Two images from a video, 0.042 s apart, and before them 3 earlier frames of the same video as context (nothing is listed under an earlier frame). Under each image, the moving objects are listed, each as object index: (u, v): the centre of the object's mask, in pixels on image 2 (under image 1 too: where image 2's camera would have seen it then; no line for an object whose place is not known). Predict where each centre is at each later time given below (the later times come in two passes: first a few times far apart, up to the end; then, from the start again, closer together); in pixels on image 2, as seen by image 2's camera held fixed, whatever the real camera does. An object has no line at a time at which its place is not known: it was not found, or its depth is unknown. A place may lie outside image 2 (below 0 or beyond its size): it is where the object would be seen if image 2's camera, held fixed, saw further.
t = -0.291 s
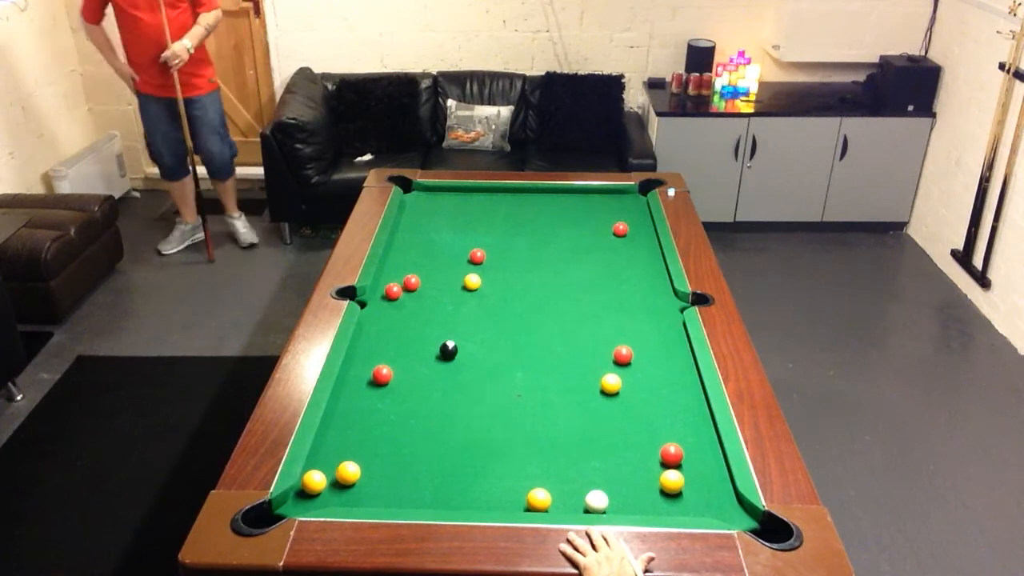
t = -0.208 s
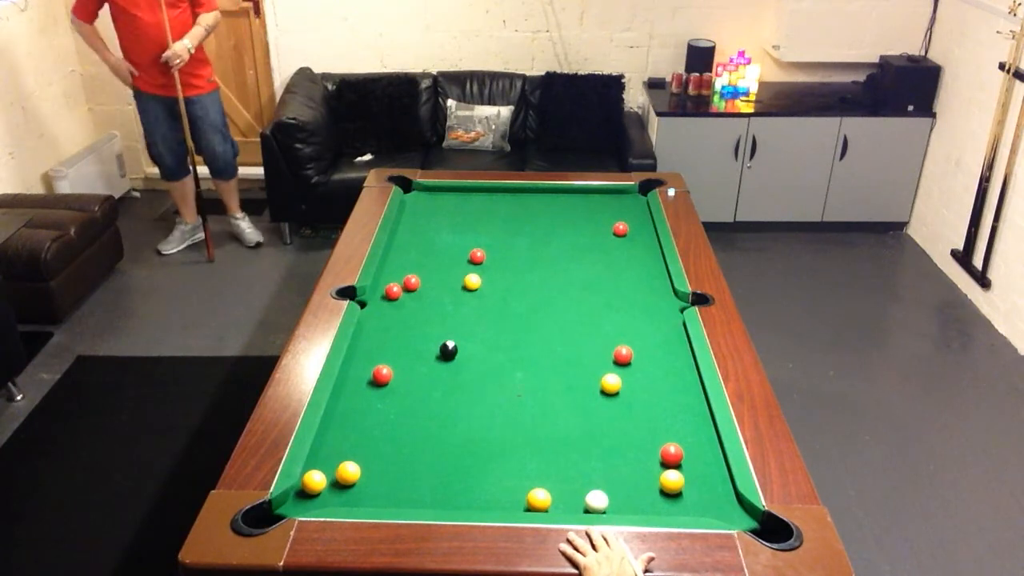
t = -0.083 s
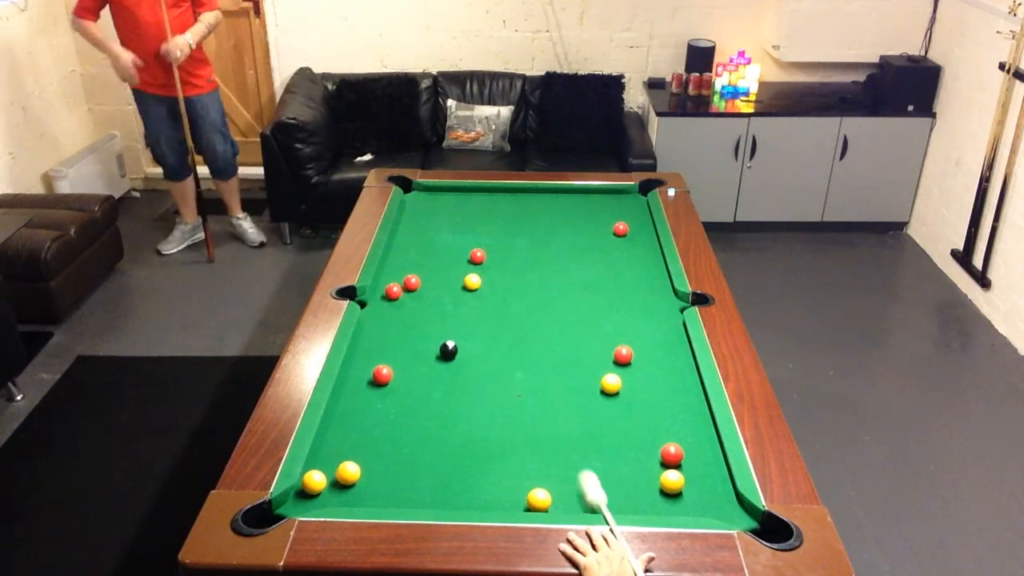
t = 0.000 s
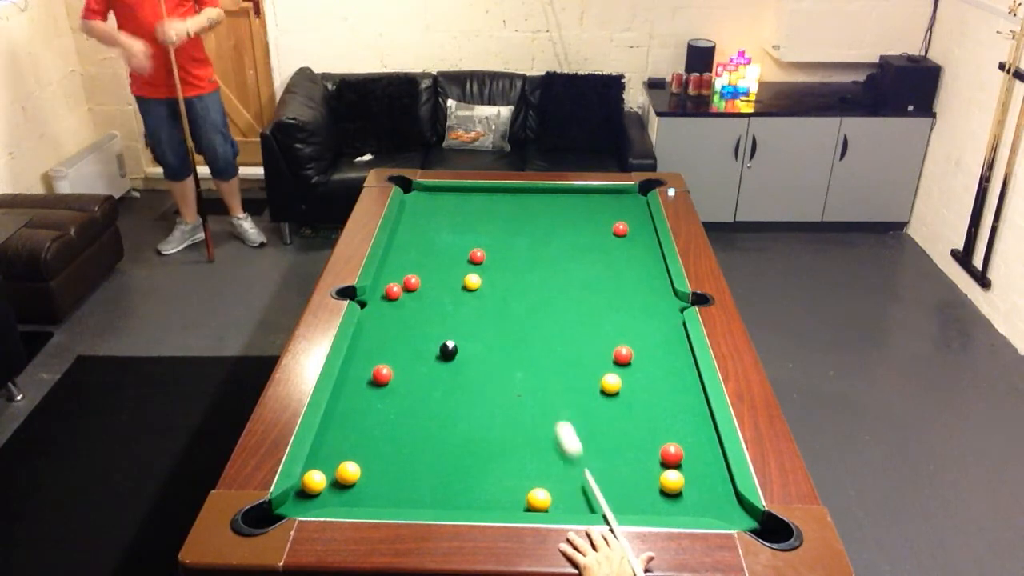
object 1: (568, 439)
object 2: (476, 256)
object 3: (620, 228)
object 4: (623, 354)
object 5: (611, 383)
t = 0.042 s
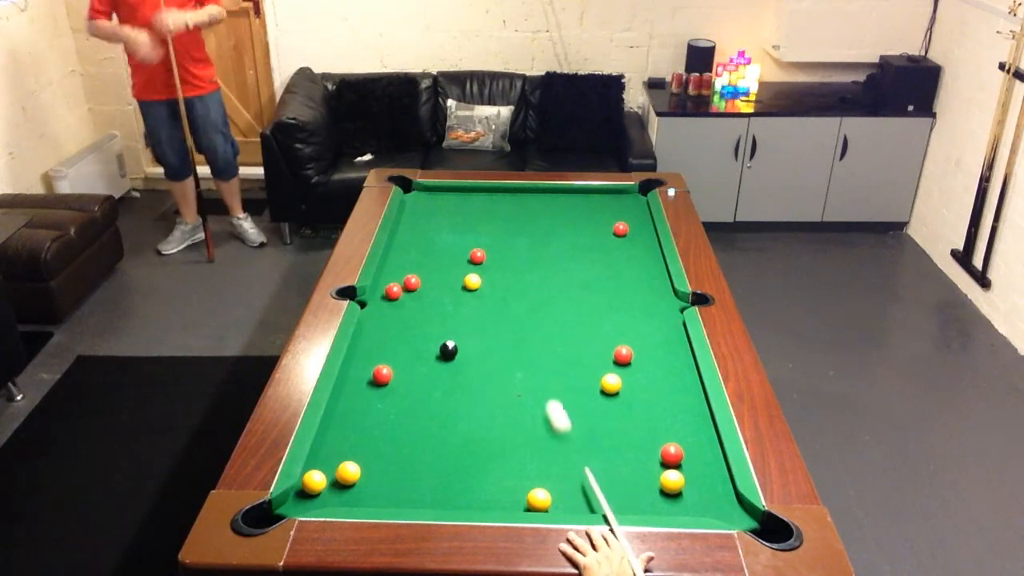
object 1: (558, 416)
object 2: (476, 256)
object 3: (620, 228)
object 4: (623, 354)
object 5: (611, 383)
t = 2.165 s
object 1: (607, 215)
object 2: (491, 246)
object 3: (620, 228)
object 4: (623, 354)
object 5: (611, 383)
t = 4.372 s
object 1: (628, 227)
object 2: (603, 365)
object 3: (639, 266)
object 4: (643, 360)
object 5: (611, 383)
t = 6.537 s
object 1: (628, 227)
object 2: (595, 378)
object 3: (642, 271)
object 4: (683, 371)
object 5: (619, 396)
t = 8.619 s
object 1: (628, 227)
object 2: (595, 378)
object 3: (642, 271)
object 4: (683, 371)
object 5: (620, 396)
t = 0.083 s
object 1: (548, 396)
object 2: (476, 256)
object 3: (620, 228)
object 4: (623, 354)
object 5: (611, 383)
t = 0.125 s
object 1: (539, 376)
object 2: (476, 256)
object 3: (620, 228)
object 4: (623, 355)
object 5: (611, 383)
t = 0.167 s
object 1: (530, 358)
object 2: (476, 256)
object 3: (620, 228)
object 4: (623, 354)
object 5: (611, 383)
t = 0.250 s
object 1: (515, 326)
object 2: (476, 256)
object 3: (620, 228)
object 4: (622, 354)
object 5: (611, 383)
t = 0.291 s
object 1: (508, 311)
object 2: (476, 256)
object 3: (620, 228)
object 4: (622, 354)
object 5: (611, 383)
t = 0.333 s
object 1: (502, 298)
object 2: (476, 256)
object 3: (620, 228)
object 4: (623, 354)
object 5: (611, 383)
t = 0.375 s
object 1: (496, 285)
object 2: (476, 256)
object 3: (620, 228)
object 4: (623, 354)
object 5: (611, 383)
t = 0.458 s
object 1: (487, 262)
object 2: (474, 253)
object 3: (620, 228)
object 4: (622, 354)
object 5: (611, 383)
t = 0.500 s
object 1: (492, 260)
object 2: (467, 247)
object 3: (620, 228)
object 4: (622, 354)
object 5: (611, 383)
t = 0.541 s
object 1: (499, 258)
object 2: (458, 241)
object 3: (620, 228)
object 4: (622, 354)
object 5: (611, 383)
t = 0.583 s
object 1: (504, 256)
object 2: (450, 234)
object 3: (620, 228)
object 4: (623, 355)
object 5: (611, 383)
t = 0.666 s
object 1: (513, 250)
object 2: (436, 224)
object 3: (620, 228)
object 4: (622, 355)
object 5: (611, 383)
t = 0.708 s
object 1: (517, 247)
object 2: (430, 219)
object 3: (620, 228)
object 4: (623, 354)
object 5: (611, 383)
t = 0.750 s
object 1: (521, 243)
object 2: (424, 215)
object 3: (620, 228)
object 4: (623, 355)
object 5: (611, 383)
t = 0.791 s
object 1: (524, 240)
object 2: (419, 211)
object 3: (620, 228)
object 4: (623, 354)
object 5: (611, 383)
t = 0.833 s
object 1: (528, 237)
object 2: (414, 206)
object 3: (620, 228)
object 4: (623, 354)
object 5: (611, 383)
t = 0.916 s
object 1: (535, 231)
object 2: (410, 199)
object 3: (620, 228)
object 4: (623, 354)
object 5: (611, 383)
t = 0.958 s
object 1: (538, 228)
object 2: (416, 196)
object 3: (620, 228)
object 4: (623, 354)
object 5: (611, 383)
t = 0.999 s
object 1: (541, 225)
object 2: (421, 193)
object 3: (620, 228)
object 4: (623, 355)
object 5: (611, 383)
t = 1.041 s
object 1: (544, 222)
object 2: (425, 190)
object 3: (620, 228)
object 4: (623, 355)
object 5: (611, 383)
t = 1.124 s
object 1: (550, 216)
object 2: (430, 192)
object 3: (620, 228)
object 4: (623, 354)
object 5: (611, 383)
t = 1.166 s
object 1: (553, 214)
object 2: (433, 194)
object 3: (620, 228)
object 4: (623, 354)
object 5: (611, 383)
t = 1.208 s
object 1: (556, 211)
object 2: (435, 196)
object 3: (620, 228)
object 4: (623, 354)
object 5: (611, 383)
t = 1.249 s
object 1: (559, 209)
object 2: (437, 198)
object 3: (620, 228)
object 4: (623, 354)
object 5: (611, 383)
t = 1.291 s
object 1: (561, 206)
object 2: (440, 200)
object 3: (620, 228)
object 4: (623, 354)
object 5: (611, 383)
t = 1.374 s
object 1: (567, 201)
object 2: (444, 204)
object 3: (620, 228)
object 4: (623, 354)
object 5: (611, 383)
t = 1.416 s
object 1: (569, 199)
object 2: (447, 206)
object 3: (620, 228)
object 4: (623, 354)
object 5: (611, 383)
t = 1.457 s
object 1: (572, 196)
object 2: (449, 208)
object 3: (620, 228)
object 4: (622, 354)
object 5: (611, 383)
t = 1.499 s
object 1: (574, 194)
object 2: (452, 210)
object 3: (620, 228)
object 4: (623, 354)
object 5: (611, 383)
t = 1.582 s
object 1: (579, 192)
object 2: (457, 215)
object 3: (620, 228)
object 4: (623, 354)
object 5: (611, 383)
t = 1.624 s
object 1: (581, 193)
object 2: (459, 217)
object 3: (620, 228)
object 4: (623, 354)
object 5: (611, 383)
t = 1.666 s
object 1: (583, 195)
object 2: (461, 219)
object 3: (620, 228)
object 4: (623, 354)
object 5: (611, 383)
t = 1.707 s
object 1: (585, 197)
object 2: (464, 221)
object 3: (620, 228)
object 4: (623, 354)
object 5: (611, 383)
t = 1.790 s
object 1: (589, 200)
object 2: (469, 225)
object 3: (620, 228)
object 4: (622, 354)
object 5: (611, 383)
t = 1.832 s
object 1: (591, 202)
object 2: (471, 228)
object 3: (620, 228)
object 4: (623, 355)
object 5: (611, 383)
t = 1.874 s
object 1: (593, 203)
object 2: (474, 230)
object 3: (620, 228)
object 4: (623, 354)
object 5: (611, 383)
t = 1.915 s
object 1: (595, 205)
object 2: (476, 232)
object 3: (620, 228)
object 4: (623, 355)
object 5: (611, 383)
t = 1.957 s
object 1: (597, 207)
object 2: (479, 234)
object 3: (620, 228)
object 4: (623, 354)
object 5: (611, 383)
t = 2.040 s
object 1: (601, 210)
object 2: (484, 239)
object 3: (620, 228)
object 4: (623, 354)
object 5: (611, 383)
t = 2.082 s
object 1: (603, 212)
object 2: (486, 241)
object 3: (620, 228)
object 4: (623, 354)
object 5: (611, 383)
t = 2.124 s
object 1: (605, 214)
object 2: (489, 243)
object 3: (620, 228)
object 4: (623, 354)
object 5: (611, 383)
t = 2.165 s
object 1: (607, 215)
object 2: (491, 246)
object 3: (620, 228)
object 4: (623, 354)
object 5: (611, 383)
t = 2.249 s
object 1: (611, 218)
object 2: (496, 250)
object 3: (620, 228)
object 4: (623, 354)
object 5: (611, 383)
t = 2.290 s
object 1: (612, 220)
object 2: (499, 252)
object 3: (621, 229)
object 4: (623, 354)
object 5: (611, 383)
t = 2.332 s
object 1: (614, 221)
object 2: (501, 255)
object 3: (621, 229)
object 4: (623, 354)
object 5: (611, 383)
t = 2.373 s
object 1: (616, 222)
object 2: (504, 257)
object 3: (621, 229)
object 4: (623, 354)
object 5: (611, 383)
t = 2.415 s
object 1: (617, 222)
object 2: (506, 259)
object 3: (621, 230)
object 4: (623, 354)
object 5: (611, 383)
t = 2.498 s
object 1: (619, 223)
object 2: (512, 264)
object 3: (623, 232)
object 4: (623, 354)
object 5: (611, 383)
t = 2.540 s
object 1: (620, 223)
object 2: (514, 266)
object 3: (623, 233)
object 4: (623, 355)
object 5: (611, 383)
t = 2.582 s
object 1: (621, 224)
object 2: (517, 268)
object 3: (624, 234)
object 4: (623, 354)
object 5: (611, 383)
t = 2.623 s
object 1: (621, 224)
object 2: (520, 271)
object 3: (625, 235)
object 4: (623, 354)
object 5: (611, 383)
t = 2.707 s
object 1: (623, 225)
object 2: (525, 276)
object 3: (625, 237)
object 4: (623, 354)
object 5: (611, 383)
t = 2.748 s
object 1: (623, 225)
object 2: (527, 278)
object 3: (626, 238)
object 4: (623, 354)
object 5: (611, 383)
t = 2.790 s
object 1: (624, 225)
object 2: (530, 280)
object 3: (627, 239)
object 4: (623, 354)
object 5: (611, 383)
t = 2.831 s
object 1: (625, 226)
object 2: (532, 283)
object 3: (627, 240)
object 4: (623, 354)
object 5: (611, 383)
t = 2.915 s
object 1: (626, 226)
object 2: (537, 288)
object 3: (628, 241)
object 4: (623, 354)
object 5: (611, 383)
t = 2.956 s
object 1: (626, 226)
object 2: (540, 290)
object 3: (628, 242)
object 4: (623, 354)
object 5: (611, 383)
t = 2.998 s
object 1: (626, 226)
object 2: (543, 292)
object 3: (629, 243)
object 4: (623, 354)
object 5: (611, 383)
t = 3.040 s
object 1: (627, 226)
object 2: (545, 295)
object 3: (629, 244)
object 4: (623, 354)
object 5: (611, 383)
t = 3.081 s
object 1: (627, 227)
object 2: (548, 297)
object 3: (630, 245)
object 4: (623, 354)
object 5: (611, 383)
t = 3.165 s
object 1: (628, 227)
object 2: (553, 302)
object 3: (631, 247)
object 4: (623, 354)
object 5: (611, 383)
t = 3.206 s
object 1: (628, 227)
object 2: (556, 305)
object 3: (631, 247)
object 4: (623, 354)
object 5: (611, 383)
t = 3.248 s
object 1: (628, 227)
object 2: (558, 307)
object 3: (631, 248)
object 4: (623, 354)
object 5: (611, 383)
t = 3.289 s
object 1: (628, 227)
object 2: (561, 309)
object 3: (632, 249)
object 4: (623, 354)
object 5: (611, 383)
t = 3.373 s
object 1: (628, 227)
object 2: (566, 314)
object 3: (633, 251)
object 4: (623, 354)
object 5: (611, 383)
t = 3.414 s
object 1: (628, 227)
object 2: (569, 317)
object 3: (633, 251)
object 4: (623, 354)
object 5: (611, 383)
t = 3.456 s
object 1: (628, 227)
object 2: (571, 319)
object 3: (633, 252)
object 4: (623, 354)
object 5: (611, 383)
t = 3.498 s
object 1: (628, 227)
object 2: (574, 322)
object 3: (634, 253)
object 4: (623, 354)
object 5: (611, 383)
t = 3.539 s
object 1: (628, 227)
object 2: (576, 324)
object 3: (634, 254)
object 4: (623, 354)
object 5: (611, 383)
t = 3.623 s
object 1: (628, 227)
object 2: (582, 329)
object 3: (635, 255)
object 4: (623, 354)
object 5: (611, 383)
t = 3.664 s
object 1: (628, 227)
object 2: (584, 331)
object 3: (635, 256)
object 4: (623, 354)
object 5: (611, 383)
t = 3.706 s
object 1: (628, 227)
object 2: (587, 334)
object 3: (636, 257)
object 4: (623, 355)
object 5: (611, 383)
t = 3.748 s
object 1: (628, 227)
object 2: (589, 336)
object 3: (636, 257)
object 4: (623, 355)
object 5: (611, 383)
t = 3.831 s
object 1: (628, 227)
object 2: (594, 341)
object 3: (637, 258)
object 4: (623, 355)
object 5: (611, 383)
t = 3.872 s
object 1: (628, 227)
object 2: (597, 344)
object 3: (637, 259)
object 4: (623, 355)
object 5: (611, 383)
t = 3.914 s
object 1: (628, 227)
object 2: (600, 346)
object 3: (637, 260)
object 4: (623, 355)
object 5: (611, 383)
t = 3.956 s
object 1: (628, 227)
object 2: (603, 349)
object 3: (637, 261)
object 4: (623, 355)
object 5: (611, 383)
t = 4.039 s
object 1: (628, 227)
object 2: (604, 352)
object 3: (638, 261)
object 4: (626, 356)
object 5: (611, 383)
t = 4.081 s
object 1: (628, 227)
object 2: (604, 354)
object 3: (638, 262)
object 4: (628, 356)
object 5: (611, 383)
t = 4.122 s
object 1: (628, 227)
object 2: (604, 356)
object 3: (638, 262)
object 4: (630, 357)
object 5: (611, 383)
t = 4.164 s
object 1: (628, 227)
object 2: (603, 358)
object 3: (638, 263)
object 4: (633, 357)
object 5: (611, 383)
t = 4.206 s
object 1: (628, 227)
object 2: (603, 359)
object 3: (638, 264)
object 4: (635, 358)
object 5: (611, 383)
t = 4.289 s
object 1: (628, 227)
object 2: (603, 362)
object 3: (639, 265)
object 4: (639, 359)
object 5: (611, 383)
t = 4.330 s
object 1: (628, 227)
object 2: (603, 364)
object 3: (639, 265)
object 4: (641, 359)
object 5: (611, 383)
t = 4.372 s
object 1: (628, 227)
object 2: (603, 365)
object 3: (639, 266)
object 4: (643, 360)
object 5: (611, 383)
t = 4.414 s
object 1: (628, 227)
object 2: (602, 367)
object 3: (639, 266)
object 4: (645, 361)
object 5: (611, 383)
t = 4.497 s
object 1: (628, 227)
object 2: (602, 369)
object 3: (639, 267)
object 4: (649, 362)
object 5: (611, 383)
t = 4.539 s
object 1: (628, 227)
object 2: (601, 370)
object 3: (639, 267)
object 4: (651, 362)
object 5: (611, 383)
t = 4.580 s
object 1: (628, 227)
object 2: (601, 371)
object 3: (639, 268)
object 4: (652, 363)
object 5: (611, 383)
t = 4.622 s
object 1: (628, 227)
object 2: (601, 372)
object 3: (639, 268)
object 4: (654, 363)
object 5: (611, 384)
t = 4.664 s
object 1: (628, 227)
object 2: (600, 373)
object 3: (640, 268)
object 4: (656, 363)
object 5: (612, 385)
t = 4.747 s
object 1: (628, 227)
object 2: (599, 374)
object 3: (640, 269)
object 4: (659, 364)
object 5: (613, 386)
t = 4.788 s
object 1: (628, 227)
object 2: (599, 375)
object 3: (640, 269)
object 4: (660, 364)
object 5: (613, 387)
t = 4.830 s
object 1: (628, 227)
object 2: (598, 375)
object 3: (640, 269)
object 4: (662, 365)
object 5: (614, 388)
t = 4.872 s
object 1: (628, 227)
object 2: (598, 376)
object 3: (640, 269)
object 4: (663, 365)
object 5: (614, 388)
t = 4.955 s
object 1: (628, 227)
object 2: (597, 377)
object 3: (641, 270)
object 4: (666, 366)
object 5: (615, 390)
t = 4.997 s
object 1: (628, 227)
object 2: (597, 377)
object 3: (641, 270)
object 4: (667, 367)
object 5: (615, 390)
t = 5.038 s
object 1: (628, 227)
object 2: (596, 377)
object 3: (641, 270)
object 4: (668, 367)
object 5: (616, 391)
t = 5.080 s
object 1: (628, 227)
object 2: (596, 377)
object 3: (641, 270)
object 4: (670, 367)
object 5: (616, 391)
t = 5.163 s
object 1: (628, 227)
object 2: (596, 378)
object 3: (641, 271)
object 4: (672, 368)
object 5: (617, 392)
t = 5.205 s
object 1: (628, 227)
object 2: (595, 378)
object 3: (641, 271)
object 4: (673, 368)
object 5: (617, 393)
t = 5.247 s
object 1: (628, 227)
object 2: (595, 378)
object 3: (641, 271)
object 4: (674, 368)
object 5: (618, 393)
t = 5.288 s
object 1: (628, 227)
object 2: (595, 378)
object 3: (641, 271)
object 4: (675, 369)
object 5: (618, 393)
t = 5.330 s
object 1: (628, 227)
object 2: (595, 378)
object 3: (641, 271)
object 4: (676, 369)
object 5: (618, 394)
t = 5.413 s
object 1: (628, 227)
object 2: (595, 378)
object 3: (641, 271)
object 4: (677, 370)
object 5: (619, 394)
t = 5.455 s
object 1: (628, 227)
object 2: (595, 378)
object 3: (641, 271)
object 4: (678, 370)
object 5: (619, 395)
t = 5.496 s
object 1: (628, 227)
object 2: (595, 378)
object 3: (641, 271)
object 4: (679, 370)
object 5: (619, 395)
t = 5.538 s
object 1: (628, 227)
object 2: (595, 378)
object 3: (641, 271)
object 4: (679, 370)
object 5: (619, 395)
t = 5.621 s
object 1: (628, 227)
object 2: (595, 378)
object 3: (641, 271)
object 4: (681, 370)
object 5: (619, 396)
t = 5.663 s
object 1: (628, 227)
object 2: (595, 378)
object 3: (641, 271)
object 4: (681, 370)
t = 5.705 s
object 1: (628, 227)
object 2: (594, 374)
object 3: (641, 271)
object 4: (681, 371)
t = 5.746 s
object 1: (628, 227)
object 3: (641, 271)
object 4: (682, 371)
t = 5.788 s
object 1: (628, 227)
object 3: (641, 271)
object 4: (682, 371)
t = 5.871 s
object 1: (628, 227)
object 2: (595, 378)
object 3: (641, 271)
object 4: (682, 371)
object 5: (620, 396)
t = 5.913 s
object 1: (628, 227)
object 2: (595, 378)
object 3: (641, 271)
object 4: (683, 371)
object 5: (619, 396)
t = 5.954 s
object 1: (628, 227)
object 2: (595, 378)
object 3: (641, 271)
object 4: (683, 371)
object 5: (619, 396)
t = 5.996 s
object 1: (628, 227)
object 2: (595, 378)
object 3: (641, 271)
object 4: (683, 371)
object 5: (619, 396)
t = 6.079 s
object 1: (628, 227)
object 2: (595, 378)
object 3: (641, 271)
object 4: (683, 371)
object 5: (619, 396)
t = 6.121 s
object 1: (628, 227)
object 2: (595, 378)
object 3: (641, 271)
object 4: (683, 371)
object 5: (619, 396)
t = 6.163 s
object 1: (628, 227)
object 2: (595, 378)
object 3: (641, 271)
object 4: (683, 371)
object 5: (619, 396)
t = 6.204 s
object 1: (628, 227)
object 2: (595, 378)
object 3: (641, 271)
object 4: (683, 371)
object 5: (619, 396)
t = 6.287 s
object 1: (628, 227)
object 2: (595, 378)
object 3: (641, 271)
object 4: (683, 371)
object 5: (619, 396)
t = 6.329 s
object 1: (628, 227)
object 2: (595, 378)
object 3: (641, 271)
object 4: (683, 371)
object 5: (619, 396)
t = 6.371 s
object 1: (628, 227)
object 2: (595, 378)
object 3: (641, 271)
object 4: (683, 371)
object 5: (619, 396)
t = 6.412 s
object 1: (628, 227)
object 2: (595, 378)
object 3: (641, 271)
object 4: (683, 371)
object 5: (619, 396)
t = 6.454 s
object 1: (628, 227)
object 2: (595, 378)
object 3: (642, 271)
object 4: (683, 371)
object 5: (619, 396)
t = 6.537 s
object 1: (628, 227)
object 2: (595, 378)
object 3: (642, 271)
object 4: (683, 371)
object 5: (619, 396)
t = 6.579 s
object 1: (628, 227)
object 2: (595, 378)
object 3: (641, 271)
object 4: (683, 371)
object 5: (619, 396)
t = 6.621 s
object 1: (628, 227)
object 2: (595, 378)
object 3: (641, 271)
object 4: (683, 371)
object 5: (619, 396)
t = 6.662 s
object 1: (628, 227)
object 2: (595, 378)
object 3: (641, 271)
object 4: (683, 371)
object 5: (620, 396)
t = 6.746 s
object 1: (628, 227)
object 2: (595, 378)
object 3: (641, 271)
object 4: (683, 371)
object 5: (619, 396)
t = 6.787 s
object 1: (628, 227)
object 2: (595, 378)
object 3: (641, 271)
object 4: (683, 371)
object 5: (619, 396)
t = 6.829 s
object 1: (628, 227)
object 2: (595, 378)
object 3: (642, 271)
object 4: (683, 371)
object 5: (620, 396)
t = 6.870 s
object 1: (628, 227)
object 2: (595, 378)
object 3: (642, 271)
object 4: (683, 371)
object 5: (620, 396)
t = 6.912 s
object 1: (628, 227)
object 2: (595, 378)
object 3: (642, 271)
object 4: (683, 371)
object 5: (620, 396)
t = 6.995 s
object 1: (628, 227)
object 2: (595, 378)
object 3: (642, 271)
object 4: (683, 371)
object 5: (620, 396)
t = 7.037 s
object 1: (628, 227)
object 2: (595, 378)
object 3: (642, 271)
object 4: (683, 371)
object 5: (620, 396)
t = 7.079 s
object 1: (628, 227)
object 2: (595, 378)
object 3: (642, 271)
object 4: (683, 371)
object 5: (620, 396)
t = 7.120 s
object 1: (628, 227)
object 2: (595, 378)
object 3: (642, 271)
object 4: (683, 371)
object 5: (620, 396)
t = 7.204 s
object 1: (628, 227)
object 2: (595, 378)
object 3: (642, 271)
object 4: (683, 371)
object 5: (620, 396)
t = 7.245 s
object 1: (628, 227)
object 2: (595, 378)
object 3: (642, 271)
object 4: (683, 371)
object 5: (620, 396)
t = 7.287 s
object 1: (628, 227)
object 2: (595, 378)
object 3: (642, 271)
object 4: (683, 371)
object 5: (619, 396)
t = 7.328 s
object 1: (628, 227)
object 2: (595, 378)
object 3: (642, 271)
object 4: (683, 371)
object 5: (620, 396)
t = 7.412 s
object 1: (628, 227)
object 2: (595, 378)
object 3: (642, 271)
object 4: (683, 371)
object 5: (620, 396)
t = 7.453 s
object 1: (628, 227)
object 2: (595, 378)
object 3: (642, 271)
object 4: (683, 371)
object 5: (619, 396)
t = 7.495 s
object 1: (628, 227)
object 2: (595, 378)
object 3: (642, 271)
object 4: (683, 371)
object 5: (620, 396)
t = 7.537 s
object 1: (628, 227)
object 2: (595, 378)
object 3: (642, 271)
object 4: (683, 371)
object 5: (619, 396)
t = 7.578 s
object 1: (628, 227)
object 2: (595, 378)
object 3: (642, 271)
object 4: (683, 371)
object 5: (619, 396)
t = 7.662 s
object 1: (628, 227)
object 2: (595, 378)
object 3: (642, 271)
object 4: (683, 371)
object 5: (620, 396)
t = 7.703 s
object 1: (628, 227)
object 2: (595, 379)
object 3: (642, 271)
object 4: (683, 371)
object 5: (620, 396)
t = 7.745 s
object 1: (628, 227)
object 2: (595, 378)
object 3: (642, 271)
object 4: (683, 371)
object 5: (619, 396)
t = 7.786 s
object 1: (628, 227)
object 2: (595, 378)
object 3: (642, 271)
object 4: (683, 371)
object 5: (619, 396)
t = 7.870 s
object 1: (628, 227)
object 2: (595, 378)
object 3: (642, 271)
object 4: (683, 371)
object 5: (619, 396)
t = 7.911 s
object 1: (628, 227)
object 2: (595, 378)
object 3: (642, 271)
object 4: (683, 371)
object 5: (619, 396)
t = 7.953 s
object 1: (628, 227)
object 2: (595, 378)
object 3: (642, 271)
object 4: (683, 371)
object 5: (620, 396)
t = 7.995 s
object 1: (628, 227)
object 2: (595, 378)
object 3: (642, 271)
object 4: (683, 371)
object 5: (620, 396)
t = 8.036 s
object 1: (628, 227)
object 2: (595, 378)
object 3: (642, 271)
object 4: (683, 371)
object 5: (619, 396)
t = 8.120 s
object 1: (628, 227)
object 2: (595, 378)
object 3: (642, 271)
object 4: (683, 371)
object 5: (620, 396)
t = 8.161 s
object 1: (628, 227)
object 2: (595, 378)
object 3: (642, 271)
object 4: (683, 371)
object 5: (620, 396)
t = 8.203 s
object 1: (628, 227)
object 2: (595, 378)
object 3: (642, 271)
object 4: (683, 371)
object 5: (620, 396)
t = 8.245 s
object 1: (628, 227)
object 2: (595, 378)
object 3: (642, 271)
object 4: (683, 371)
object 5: (620, 396)
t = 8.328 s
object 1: (628, 227)
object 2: (595, 378)
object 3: (642, 271)
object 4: (683, 371)
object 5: (620, 396)
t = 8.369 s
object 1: (628, 227)
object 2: (595, 378)
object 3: (642, 271)
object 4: (683, 371)
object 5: (620, 396)
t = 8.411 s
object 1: (628, 227)
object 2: (595, 378)
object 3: (642, 271)
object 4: (683, 371)
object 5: (620, 396)
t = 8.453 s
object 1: (628, 227)
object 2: (595, 378)
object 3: (642, 271)
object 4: (683, 371)
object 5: (620, 396)
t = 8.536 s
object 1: (628, 227)
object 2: (595, 378)
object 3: (642, 271)
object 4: (683, 371)
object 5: (620, 396)
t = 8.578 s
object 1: (628, 227)
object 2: (595, 378)
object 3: (642, 271)
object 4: (683, 371)
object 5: (620, 396)
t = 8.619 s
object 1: (628, 227)
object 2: (595, 378)
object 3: (642, 271)
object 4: (683, 371)
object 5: (620, 396)
